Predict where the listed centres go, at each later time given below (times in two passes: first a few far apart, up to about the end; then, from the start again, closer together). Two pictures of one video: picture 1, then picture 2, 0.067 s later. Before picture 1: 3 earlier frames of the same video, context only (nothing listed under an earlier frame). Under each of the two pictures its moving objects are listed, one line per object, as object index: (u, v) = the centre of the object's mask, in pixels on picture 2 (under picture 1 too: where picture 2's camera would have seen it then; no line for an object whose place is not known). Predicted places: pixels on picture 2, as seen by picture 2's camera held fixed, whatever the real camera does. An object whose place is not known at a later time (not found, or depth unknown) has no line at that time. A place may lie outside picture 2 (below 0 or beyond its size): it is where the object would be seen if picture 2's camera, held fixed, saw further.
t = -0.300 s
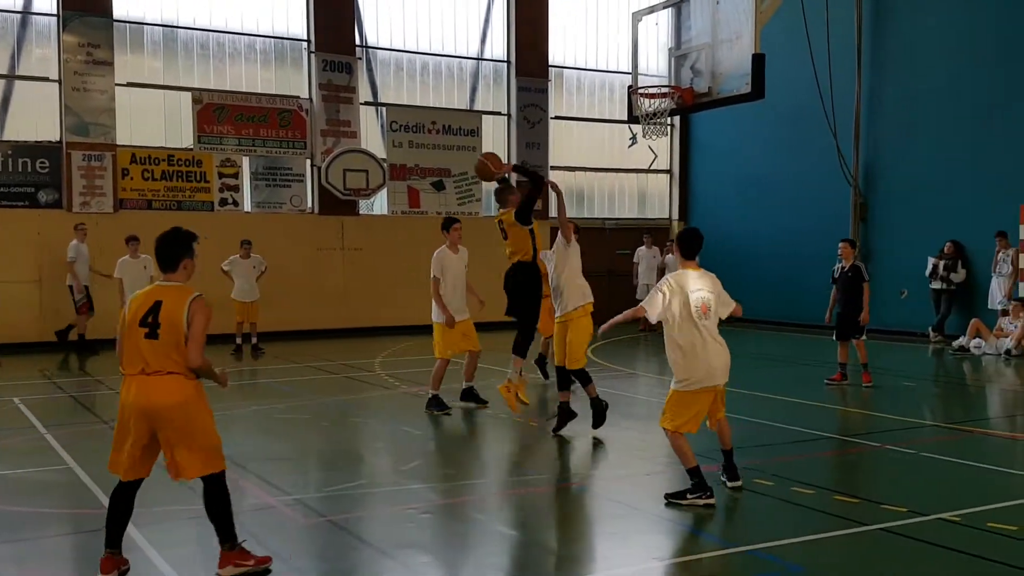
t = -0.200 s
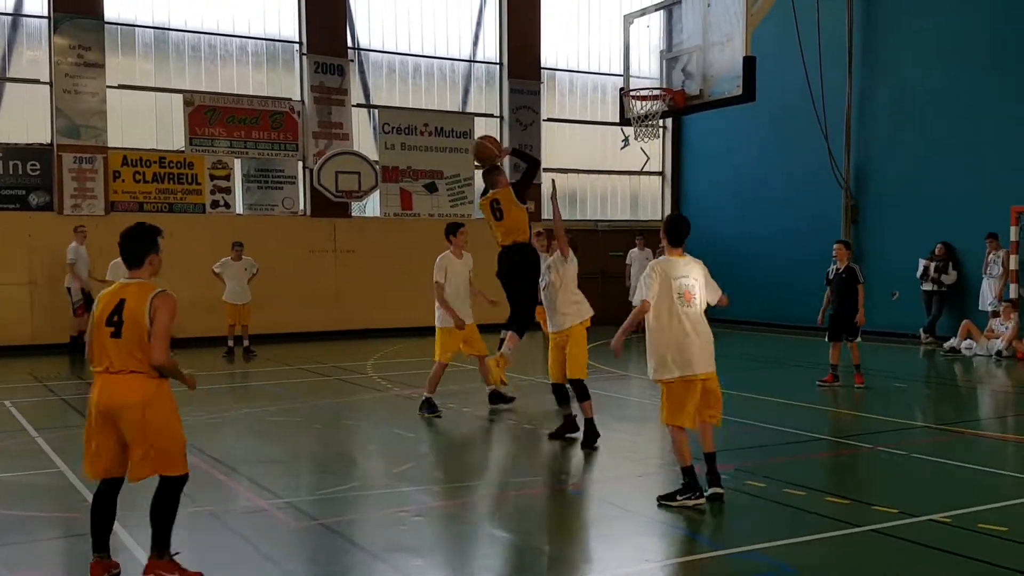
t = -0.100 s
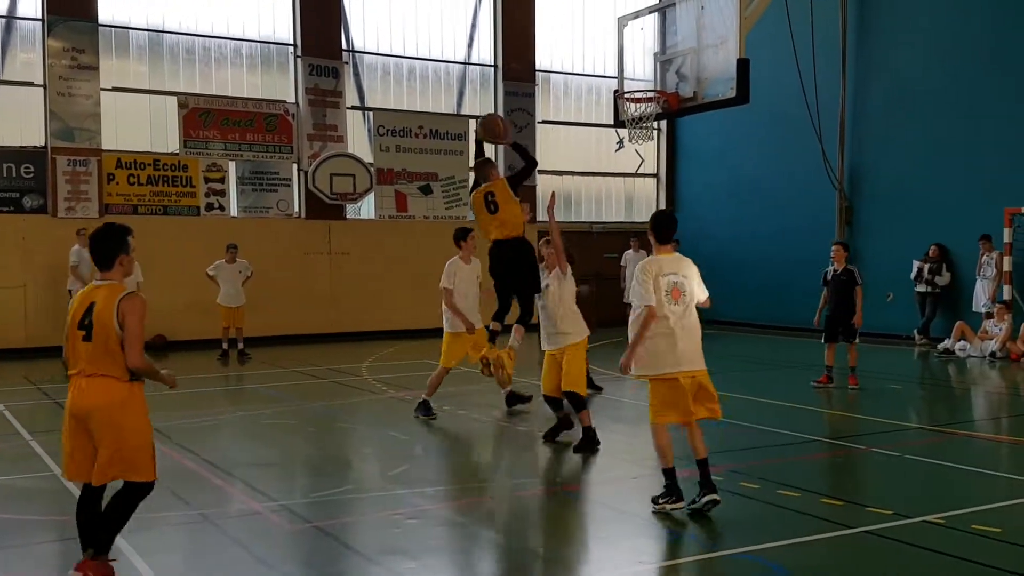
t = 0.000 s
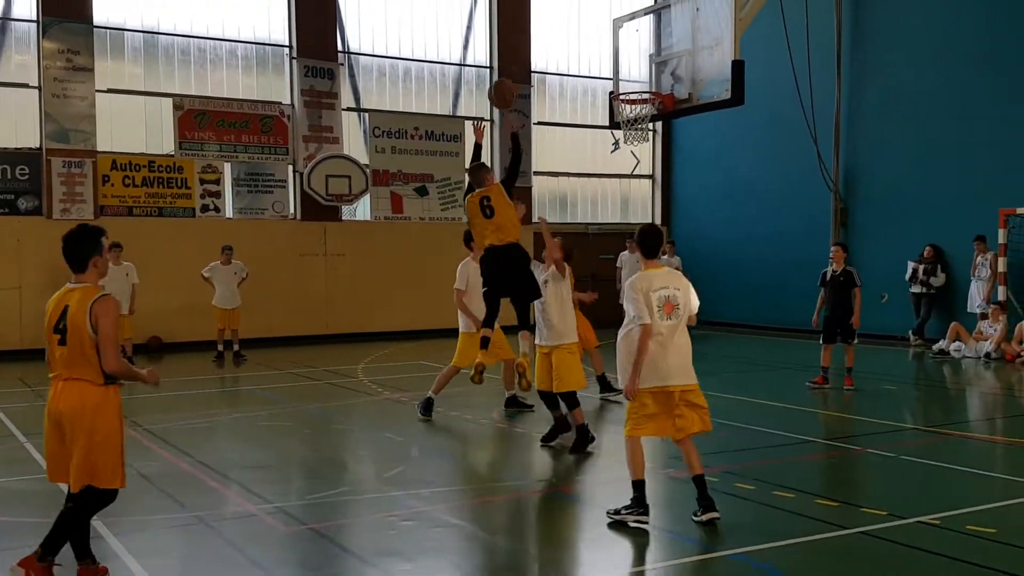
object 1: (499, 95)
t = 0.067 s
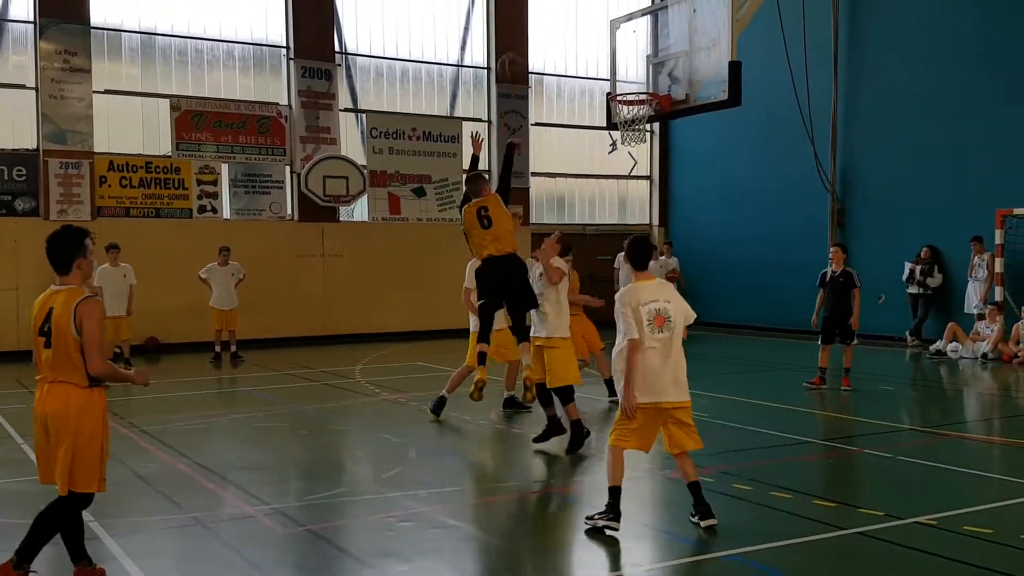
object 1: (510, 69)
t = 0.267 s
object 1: (545, 25)
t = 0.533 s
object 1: (586, 42)
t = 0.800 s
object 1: (614, 76)
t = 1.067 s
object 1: (629, 83)
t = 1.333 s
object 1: (624, 90)
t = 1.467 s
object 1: (608, 122)
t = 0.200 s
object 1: (534, 33)
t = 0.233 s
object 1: (540, 28)
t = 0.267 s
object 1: (545, 25)
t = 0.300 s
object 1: (551, 22)
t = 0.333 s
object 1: (556, 21)
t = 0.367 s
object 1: (561, 22)
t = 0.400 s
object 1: (566, 23)
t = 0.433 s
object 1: (571, 26)
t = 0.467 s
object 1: (576, 30)
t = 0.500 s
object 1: (581, 35)
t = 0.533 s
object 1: (586, 42)
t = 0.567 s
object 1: (591, 49)
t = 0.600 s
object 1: (595, 58)
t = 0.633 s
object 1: (600, 67)
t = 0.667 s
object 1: (604, 78)
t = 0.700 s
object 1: (608, 85)
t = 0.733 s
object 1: (610, 81)
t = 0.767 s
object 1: (612, 78)
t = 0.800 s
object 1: (614, 76)
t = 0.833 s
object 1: (616, 75)
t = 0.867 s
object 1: (618, 76)
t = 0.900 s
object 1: (620, 77)
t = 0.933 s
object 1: (622, 80)
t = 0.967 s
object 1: (623, 83)
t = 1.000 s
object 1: (626, 88)
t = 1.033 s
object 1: (627, 86)
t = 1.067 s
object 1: (629, 83)
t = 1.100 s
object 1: (631, 82)
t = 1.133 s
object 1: (632, 82)
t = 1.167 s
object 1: (635, 83)
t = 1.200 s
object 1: (634, 84)
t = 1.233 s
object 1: (631, 85)
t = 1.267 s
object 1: (629, 86)
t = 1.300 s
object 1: (626, 89)
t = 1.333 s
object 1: (624, 90)
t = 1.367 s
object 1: (622, 95)
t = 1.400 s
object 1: (623, 104)
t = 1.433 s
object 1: (607, 113)
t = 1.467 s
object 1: (608, 122)
